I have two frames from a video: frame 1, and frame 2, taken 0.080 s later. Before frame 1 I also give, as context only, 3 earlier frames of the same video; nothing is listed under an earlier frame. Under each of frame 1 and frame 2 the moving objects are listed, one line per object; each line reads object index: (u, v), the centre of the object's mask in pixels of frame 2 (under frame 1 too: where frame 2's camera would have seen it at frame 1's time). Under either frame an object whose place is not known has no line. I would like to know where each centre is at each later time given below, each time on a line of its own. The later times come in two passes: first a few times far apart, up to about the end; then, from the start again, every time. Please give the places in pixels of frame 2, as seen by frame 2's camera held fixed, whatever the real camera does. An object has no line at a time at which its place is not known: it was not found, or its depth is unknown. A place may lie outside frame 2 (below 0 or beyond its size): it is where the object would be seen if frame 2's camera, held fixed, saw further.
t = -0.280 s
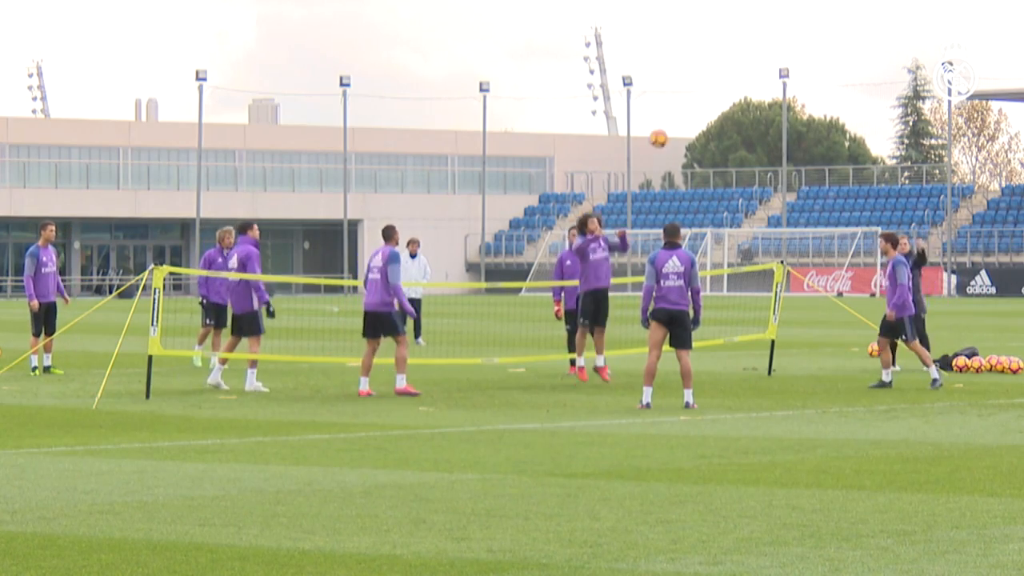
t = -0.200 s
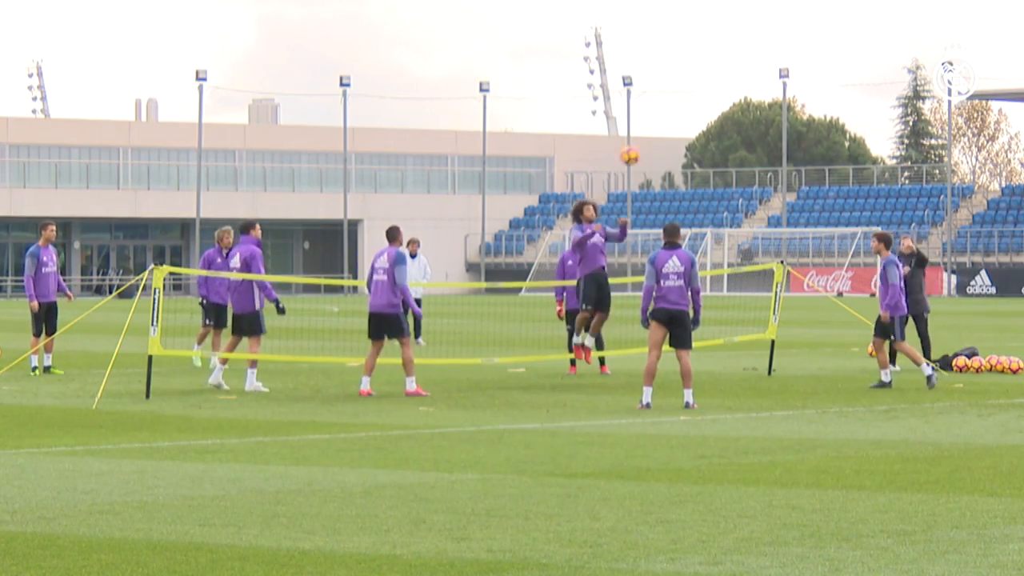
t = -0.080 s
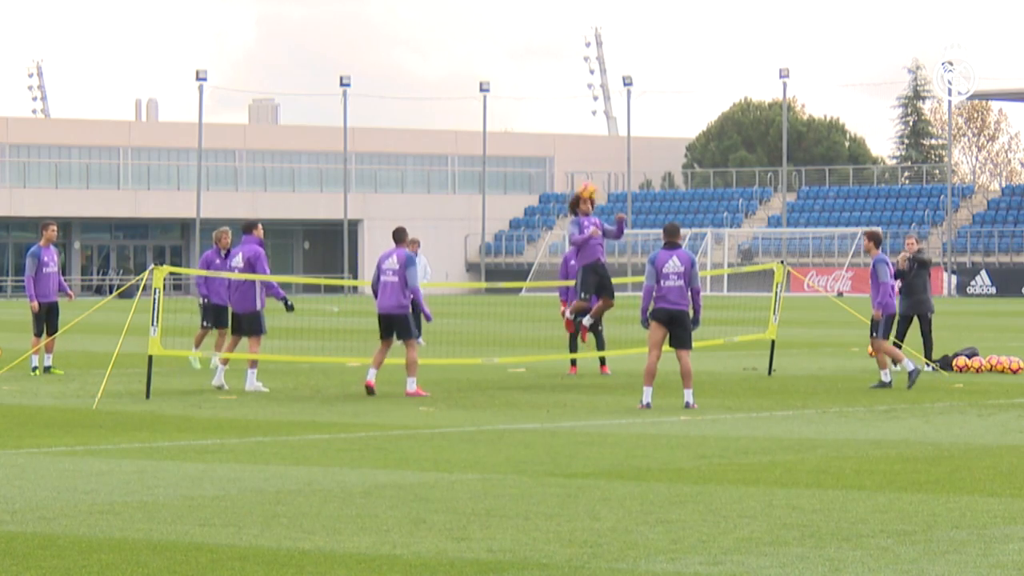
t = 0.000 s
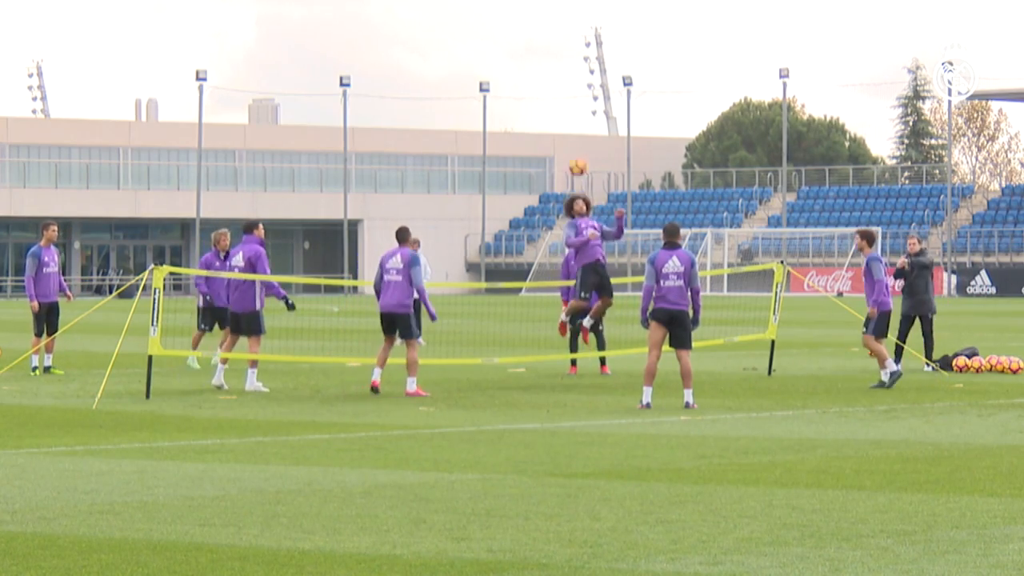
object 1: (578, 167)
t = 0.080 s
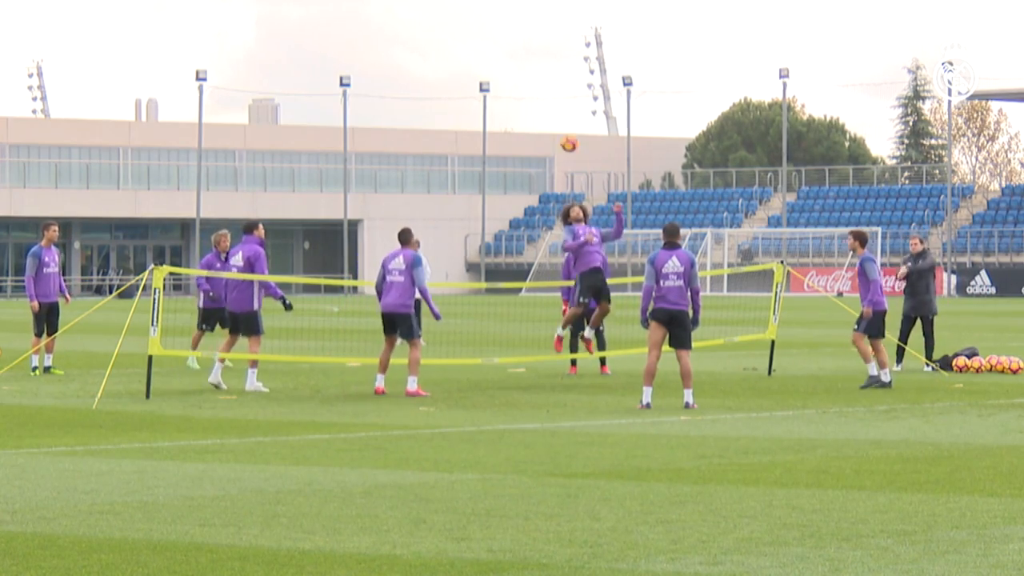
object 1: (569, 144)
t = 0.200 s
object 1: (557, 117)
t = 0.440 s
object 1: (532, 102)
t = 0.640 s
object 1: (511, 130)
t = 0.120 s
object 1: (565, 133)
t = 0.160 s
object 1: (561, 124)
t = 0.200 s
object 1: (557, 117)
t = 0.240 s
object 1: (553, 111)
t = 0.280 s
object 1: (549, 106)
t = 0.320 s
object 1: (545, 103)
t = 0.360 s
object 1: (540, 101)
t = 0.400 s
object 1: (536, 101)
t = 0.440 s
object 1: (532, 102)
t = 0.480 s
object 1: (528, 105)
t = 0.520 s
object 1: (523, 109)
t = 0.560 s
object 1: (519, 115)
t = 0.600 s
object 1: (515, 122)
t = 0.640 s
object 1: (511, 130)
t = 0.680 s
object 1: (507, 141)
